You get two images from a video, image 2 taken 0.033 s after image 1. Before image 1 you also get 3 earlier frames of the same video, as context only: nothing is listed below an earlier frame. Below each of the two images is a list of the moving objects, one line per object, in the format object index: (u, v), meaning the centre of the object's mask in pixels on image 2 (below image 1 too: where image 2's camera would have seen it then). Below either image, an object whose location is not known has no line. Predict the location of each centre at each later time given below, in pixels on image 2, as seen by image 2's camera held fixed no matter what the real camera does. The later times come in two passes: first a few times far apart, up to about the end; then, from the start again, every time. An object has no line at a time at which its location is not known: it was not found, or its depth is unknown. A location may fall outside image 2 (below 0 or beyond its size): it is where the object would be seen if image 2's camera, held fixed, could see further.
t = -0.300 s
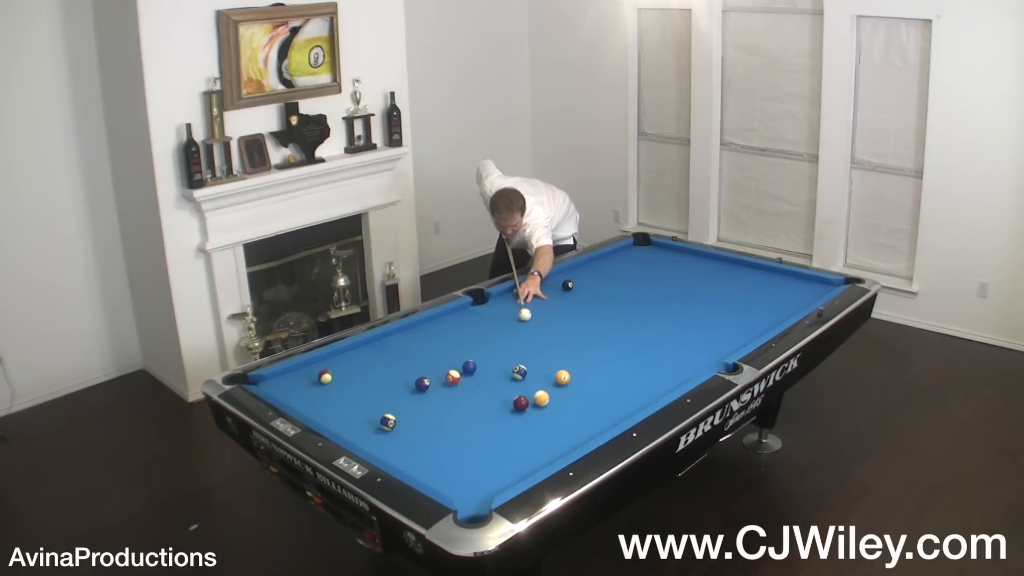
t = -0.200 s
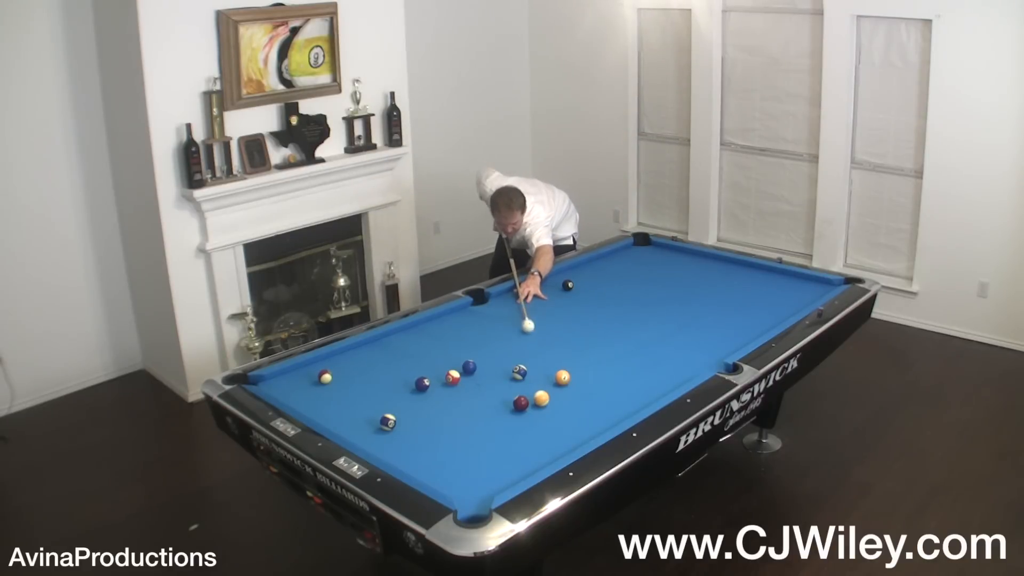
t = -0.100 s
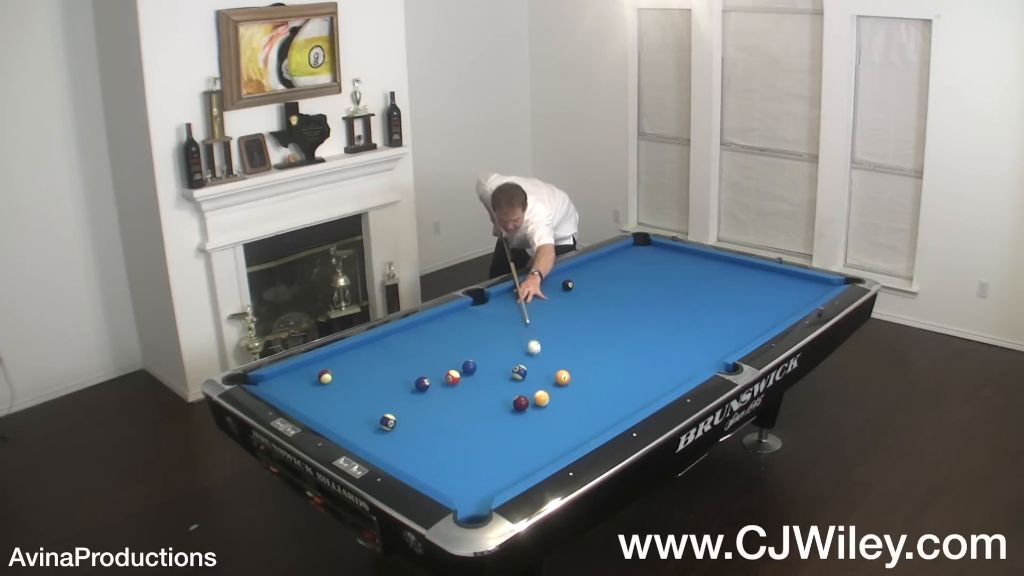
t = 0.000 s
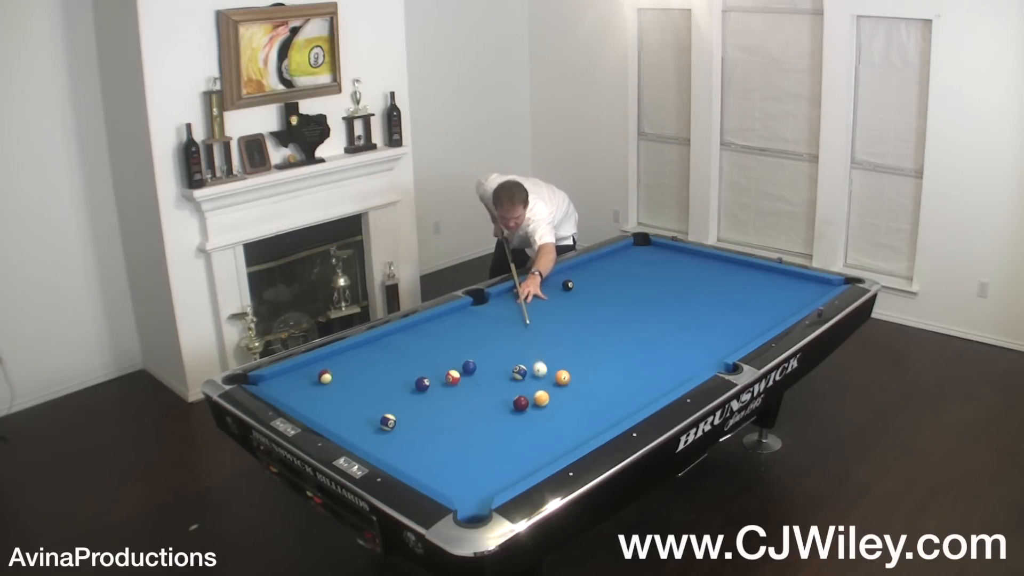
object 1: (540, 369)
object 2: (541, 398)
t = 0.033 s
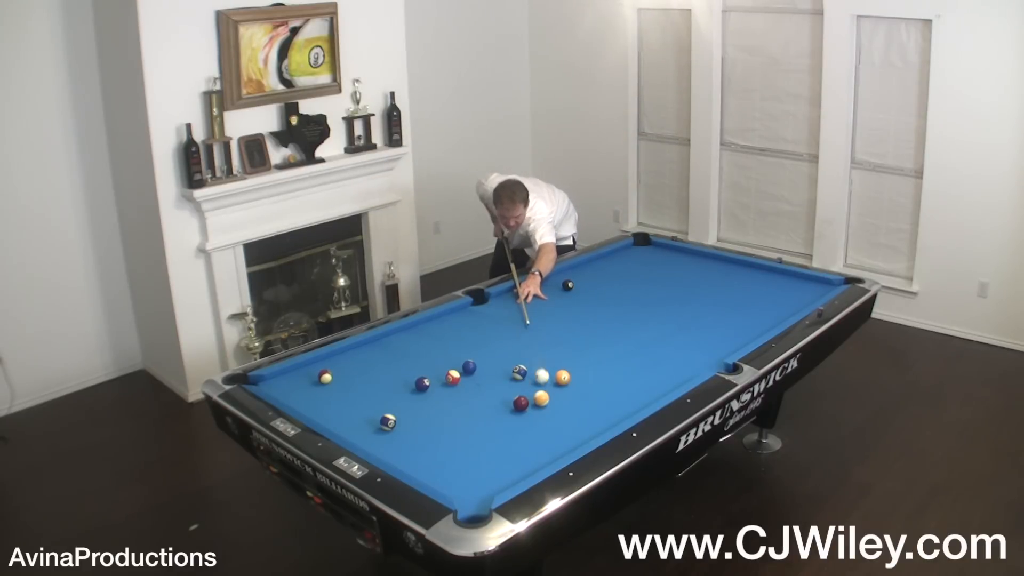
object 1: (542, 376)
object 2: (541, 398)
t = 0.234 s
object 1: (565, 395)
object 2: (527, 421)
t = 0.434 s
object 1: (592, 400)
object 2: (507, 453)
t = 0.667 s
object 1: (623, 406)
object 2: (483, 492)
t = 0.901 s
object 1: (636, 404)
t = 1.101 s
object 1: (631, 397)
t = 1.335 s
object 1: (626, 390)
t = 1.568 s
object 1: (622, 382)
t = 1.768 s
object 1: (618, 376)
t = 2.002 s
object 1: (614, 371)
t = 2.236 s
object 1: (611, 365)
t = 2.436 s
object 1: (609, 361)
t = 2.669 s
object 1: (606, 356)
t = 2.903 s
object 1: (603, 352)
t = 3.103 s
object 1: (602, 349)
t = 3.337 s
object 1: (600, 346)
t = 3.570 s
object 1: (598, 343)
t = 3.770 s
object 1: (597, 341)
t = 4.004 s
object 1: (596, 339)
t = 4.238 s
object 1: (596, 338)
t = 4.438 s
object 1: (596, 337)
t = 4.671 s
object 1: (595, 336)
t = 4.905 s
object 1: (596, 335)
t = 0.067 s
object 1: (544, 383)
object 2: (541, 398)
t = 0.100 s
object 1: (547, 388)
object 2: (541, 398)
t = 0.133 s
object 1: (551, 392)
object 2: (538, 403)
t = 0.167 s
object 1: (556, 393)
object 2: (534, 410)
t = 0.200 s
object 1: (560, 394)
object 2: (530, 416)
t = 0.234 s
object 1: (565, 395)
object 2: (527, 421)
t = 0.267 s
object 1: (569, 396)
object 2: (523, 427)
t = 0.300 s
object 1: (574, 397)
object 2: (520, 432)
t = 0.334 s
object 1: (578, 398)
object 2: (517, 437)
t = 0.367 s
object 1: (583, 398)
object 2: (514, 443)
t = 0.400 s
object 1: (587, 399)
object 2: (511, 447)
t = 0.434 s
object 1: (592, 400)
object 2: (507, 453)
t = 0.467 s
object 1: (596, 401)
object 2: (504, 458)
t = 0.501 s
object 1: (601, 402)
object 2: (501, 464)
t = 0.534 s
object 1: (605, 403)
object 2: (497, 469)
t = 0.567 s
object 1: (610, 404)
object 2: (494, 475)
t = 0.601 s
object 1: (614, 405)
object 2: (490, 481)
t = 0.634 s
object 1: (618, 406)
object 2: (486, 486)
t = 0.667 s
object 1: (623, 406)
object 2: (483, 492)
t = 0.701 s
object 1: (627, 407)
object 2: (479, 498)
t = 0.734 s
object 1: (631, 408)
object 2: (475, 504)
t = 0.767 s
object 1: (635, 408)
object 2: (471, 512)
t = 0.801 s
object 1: (638, 407)
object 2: (469, 519)
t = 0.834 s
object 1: (637, 406)
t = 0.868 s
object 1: (636, 405)
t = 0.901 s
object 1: (636, 404)
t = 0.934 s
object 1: (635, 403)
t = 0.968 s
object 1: (635, 402)
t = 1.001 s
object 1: (634, 401)
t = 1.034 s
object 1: (633, 400)
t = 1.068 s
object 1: (632, 399)
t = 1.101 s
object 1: (631, 397)
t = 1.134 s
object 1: (631, 396)
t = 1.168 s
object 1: (630, 395)
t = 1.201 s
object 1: (629, 394)
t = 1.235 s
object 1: (628, 393)
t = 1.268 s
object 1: (628, 392)
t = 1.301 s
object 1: (627, 391)
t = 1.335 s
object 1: (626, 390)
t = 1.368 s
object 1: (625, 388)
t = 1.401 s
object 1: (625, 387)
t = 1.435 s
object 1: (624, 386)
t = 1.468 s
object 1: (624, 385)
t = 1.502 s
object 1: (623, 384)
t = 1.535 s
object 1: (622, 383)
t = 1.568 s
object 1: (622, 382)
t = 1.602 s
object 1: (621, 381)
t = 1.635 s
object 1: (620, 380)
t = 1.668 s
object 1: (620, 379)
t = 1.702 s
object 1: (619, 378)
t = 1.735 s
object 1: (618, 377)
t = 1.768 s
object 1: (618, 376)
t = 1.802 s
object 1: (617, 375)
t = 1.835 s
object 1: (617, 375)
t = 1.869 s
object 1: (616, 374)
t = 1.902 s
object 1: (615, 373)
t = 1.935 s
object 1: (615, 372)
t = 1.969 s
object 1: (615, 371)
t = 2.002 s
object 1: (614, 371)
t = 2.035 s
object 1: (614, 370)
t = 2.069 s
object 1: (613, 369)
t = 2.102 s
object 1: (613, 368)
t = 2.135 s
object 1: (612, 367)
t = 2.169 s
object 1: (612, 367)
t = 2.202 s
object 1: (611, 366)
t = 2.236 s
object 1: (611, 365)
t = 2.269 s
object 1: (611, 365)
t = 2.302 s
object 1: (610, 363)
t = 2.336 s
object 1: (610, 363)
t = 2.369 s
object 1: (609, 362)
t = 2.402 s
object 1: (609, 361)
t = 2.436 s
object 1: (609, 361)
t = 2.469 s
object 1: (608, 360)
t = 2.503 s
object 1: (608, 359)
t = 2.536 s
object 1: (607, 359)
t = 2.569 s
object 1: (607, 358)
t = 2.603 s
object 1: (607, 358)
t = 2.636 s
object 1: (606, 357)
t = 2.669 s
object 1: (606, 356)
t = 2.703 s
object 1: (605, 356)
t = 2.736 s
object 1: (605, 355)
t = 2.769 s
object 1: (605, 355)
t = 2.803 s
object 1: (604, 354)
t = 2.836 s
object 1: (604, 353)
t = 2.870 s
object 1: (604, 353)
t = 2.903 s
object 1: (603, 352)
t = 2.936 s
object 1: (603, 352)
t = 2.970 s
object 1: (603, 351)
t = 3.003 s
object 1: (602, 351)
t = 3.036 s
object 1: (602, 350)
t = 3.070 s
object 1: (602, 350)
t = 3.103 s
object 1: (602, 349)
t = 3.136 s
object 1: (601, 349)
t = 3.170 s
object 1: (601, 348)
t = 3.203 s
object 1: (601, 348)
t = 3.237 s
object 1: (601, 348)
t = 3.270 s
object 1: (601, 347)
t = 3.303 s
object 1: (600, 347)
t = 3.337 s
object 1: (600, 346)
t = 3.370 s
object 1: (600, 346)
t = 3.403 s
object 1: (599, 345)
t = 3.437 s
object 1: (599, 345)
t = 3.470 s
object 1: (599, 345)
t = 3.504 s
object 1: (599, 344)
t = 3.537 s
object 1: (598, 344)
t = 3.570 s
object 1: (598, 343)
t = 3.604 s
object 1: (598, 343)
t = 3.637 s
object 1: (598, 343)
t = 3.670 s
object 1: (598, 342)
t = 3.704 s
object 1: (597, 342)
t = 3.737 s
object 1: (597, 342)
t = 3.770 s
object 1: (597, 341)
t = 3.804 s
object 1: (597, 341)
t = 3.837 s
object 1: (597, 341)
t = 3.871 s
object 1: (597, 340)
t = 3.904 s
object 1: (597, 340)
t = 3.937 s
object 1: (596, 340)
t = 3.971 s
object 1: (596, 340)
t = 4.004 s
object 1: (596, 339)
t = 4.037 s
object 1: (596, 339)
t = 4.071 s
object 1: (596, 339)
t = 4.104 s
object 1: (596, 339)
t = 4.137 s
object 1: (596, 338)
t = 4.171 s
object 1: (596, 338)
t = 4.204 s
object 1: (596, 338)
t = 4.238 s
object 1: (596, 338)
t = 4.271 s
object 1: (596, 337)
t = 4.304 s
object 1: (596, 337)
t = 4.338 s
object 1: (596, 337)
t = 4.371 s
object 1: (596, 337)
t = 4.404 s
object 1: (596, 337)
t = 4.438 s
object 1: (596, 337)
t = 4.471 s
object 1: (596, 336)
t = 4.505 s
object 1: (595, 336)
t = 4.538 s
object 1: (595, 336)
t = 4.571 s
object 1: (595, 336)
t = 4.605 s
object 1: (595, 336)
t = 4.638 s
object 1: (595, 336)
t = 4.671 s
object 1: (595, 336)
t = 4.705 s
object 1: (596, 336)
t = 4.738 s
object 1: (596, 335)
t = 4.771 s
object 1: (596, 335)
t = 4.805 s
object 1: (596, 335)
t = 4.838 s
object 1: (596, 335)
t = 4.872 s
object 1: (596, 335)
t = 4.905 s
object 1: (596, 335)
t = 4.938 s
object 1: (596, 335)
